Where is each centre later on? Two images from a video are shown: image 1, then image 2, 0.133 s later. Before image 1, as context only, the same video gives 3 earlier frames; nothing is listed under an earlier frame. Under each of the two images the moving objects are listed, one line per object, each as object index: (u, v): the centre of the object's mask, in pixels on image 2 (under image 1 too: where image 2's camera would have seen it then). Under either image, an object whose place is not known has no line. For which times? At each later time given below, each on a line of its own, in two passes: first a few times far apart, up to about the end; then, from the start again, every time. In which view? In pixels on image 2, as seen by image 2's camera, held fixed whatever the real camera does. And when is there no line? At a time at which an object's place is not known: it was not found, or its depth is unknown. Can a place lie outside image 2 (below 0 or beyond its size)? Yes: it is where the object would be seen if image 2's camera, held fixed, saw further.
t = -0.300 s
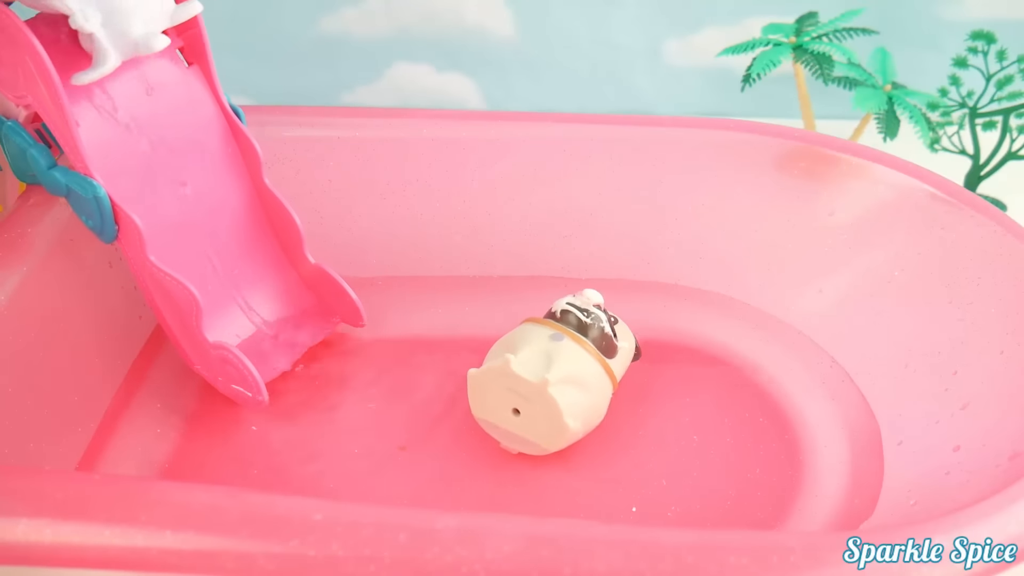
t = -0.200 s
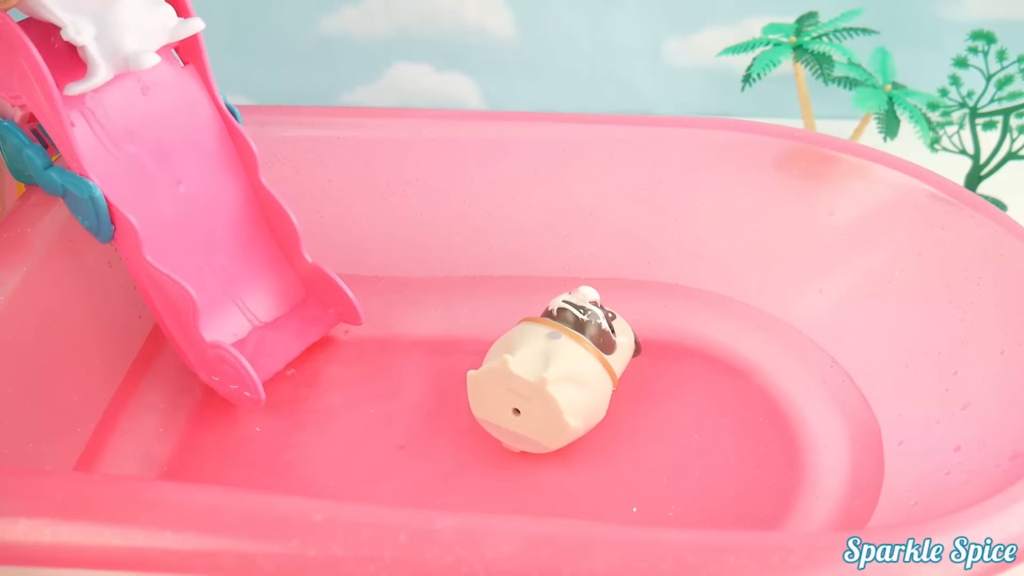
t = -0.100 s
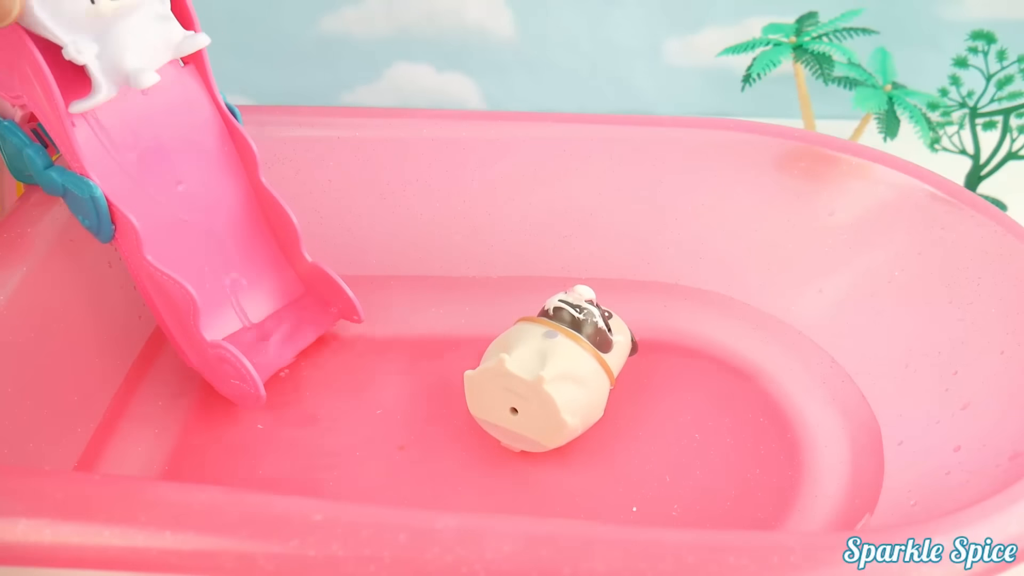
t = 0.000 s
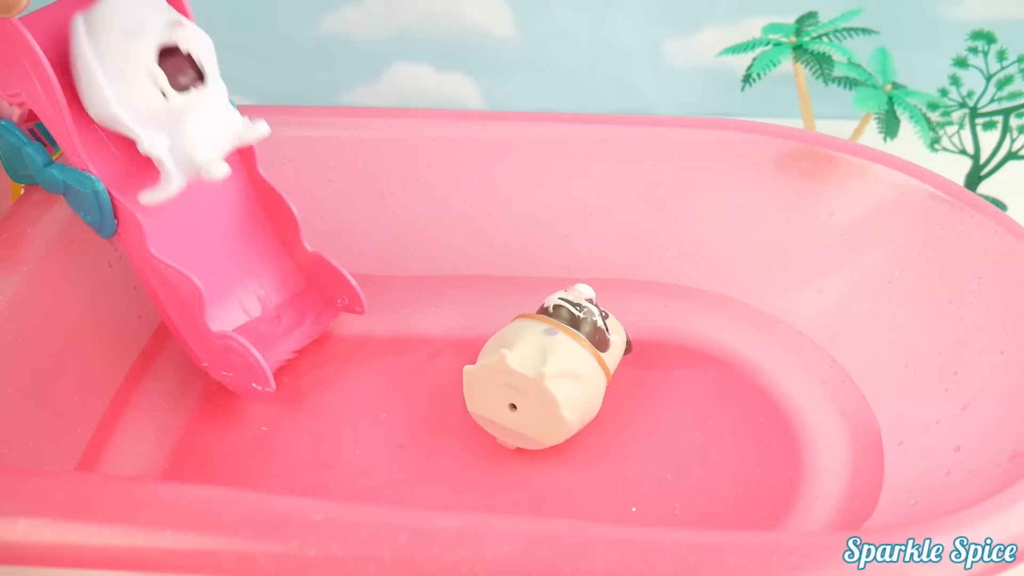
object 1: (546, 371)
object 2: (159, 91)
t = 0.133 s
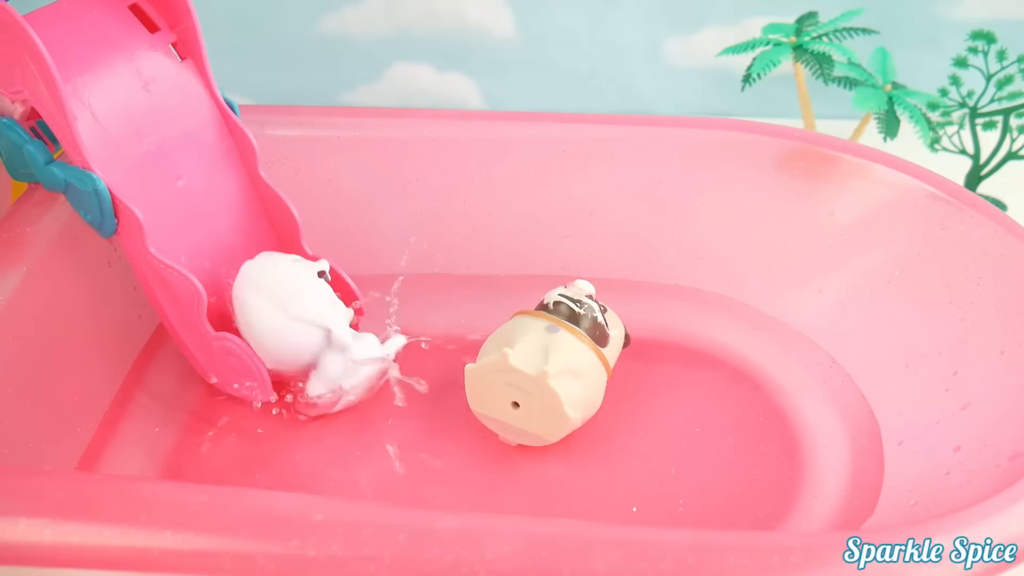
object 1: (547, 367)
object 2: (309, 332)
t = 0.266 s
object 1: (553, 365)
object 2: (358, 404)
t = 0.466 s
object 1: (559, 362)
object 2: (394, 439)
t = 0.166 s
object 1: (547, 367)
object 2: (324, 345)
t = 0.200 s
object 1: (549, 366)
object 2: (338, 361)
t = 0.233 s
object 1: (551, 365)
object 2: (349, 379)
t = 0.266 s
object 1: (553, 365)
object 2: (358, 404)
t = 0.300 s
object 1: (555, 364)
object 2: (367, 418)
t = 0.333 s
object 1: (558, 363)
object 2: (374, 425)
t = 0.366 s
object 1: (548, 381)
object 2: (380, 428)
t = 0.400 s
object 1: (559, 363)
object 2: (385, 431)
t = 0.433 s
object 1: (559, 364)
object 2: (390, 435)
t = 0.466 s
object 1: (559, 362)
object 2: (394, 439)
